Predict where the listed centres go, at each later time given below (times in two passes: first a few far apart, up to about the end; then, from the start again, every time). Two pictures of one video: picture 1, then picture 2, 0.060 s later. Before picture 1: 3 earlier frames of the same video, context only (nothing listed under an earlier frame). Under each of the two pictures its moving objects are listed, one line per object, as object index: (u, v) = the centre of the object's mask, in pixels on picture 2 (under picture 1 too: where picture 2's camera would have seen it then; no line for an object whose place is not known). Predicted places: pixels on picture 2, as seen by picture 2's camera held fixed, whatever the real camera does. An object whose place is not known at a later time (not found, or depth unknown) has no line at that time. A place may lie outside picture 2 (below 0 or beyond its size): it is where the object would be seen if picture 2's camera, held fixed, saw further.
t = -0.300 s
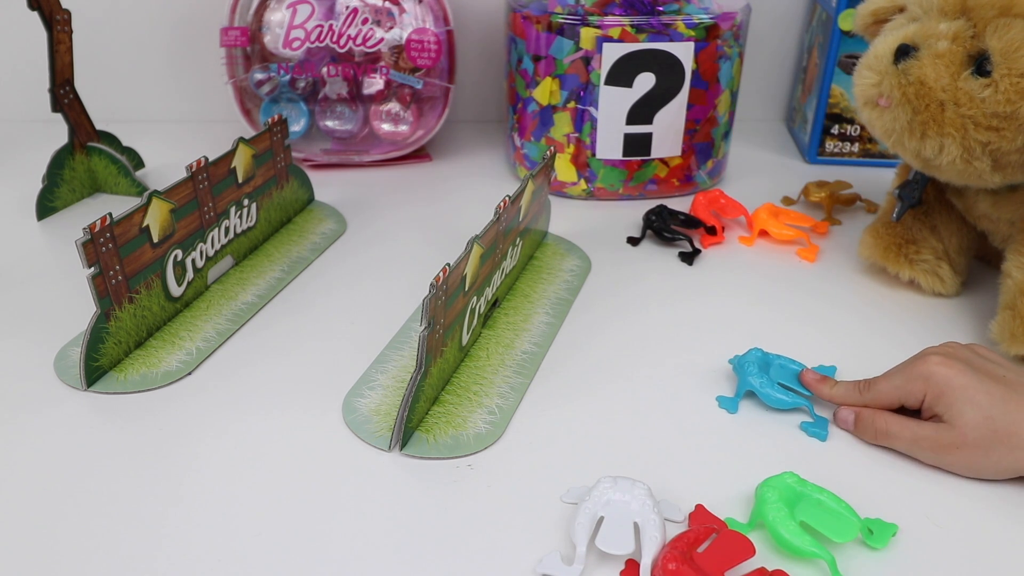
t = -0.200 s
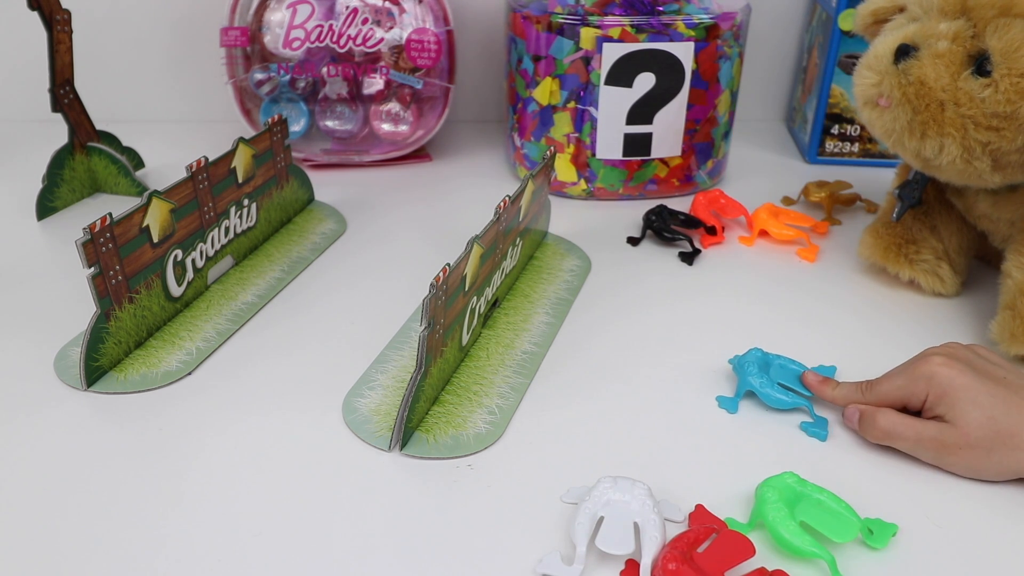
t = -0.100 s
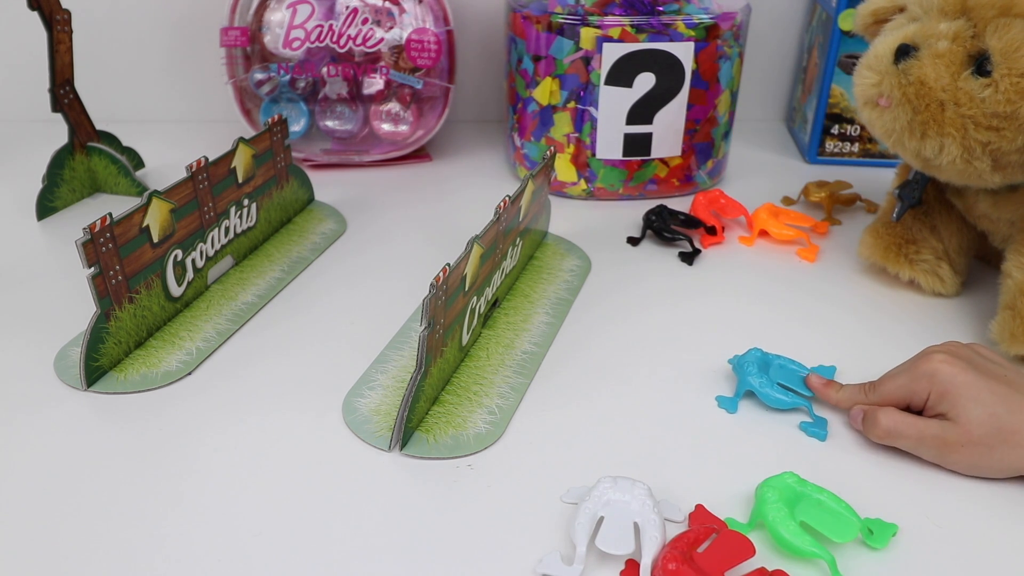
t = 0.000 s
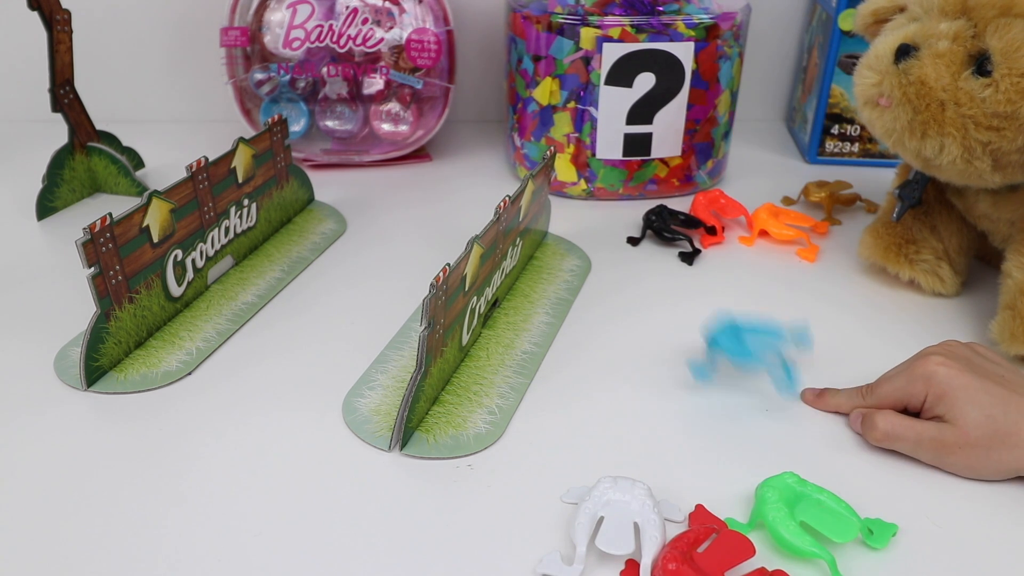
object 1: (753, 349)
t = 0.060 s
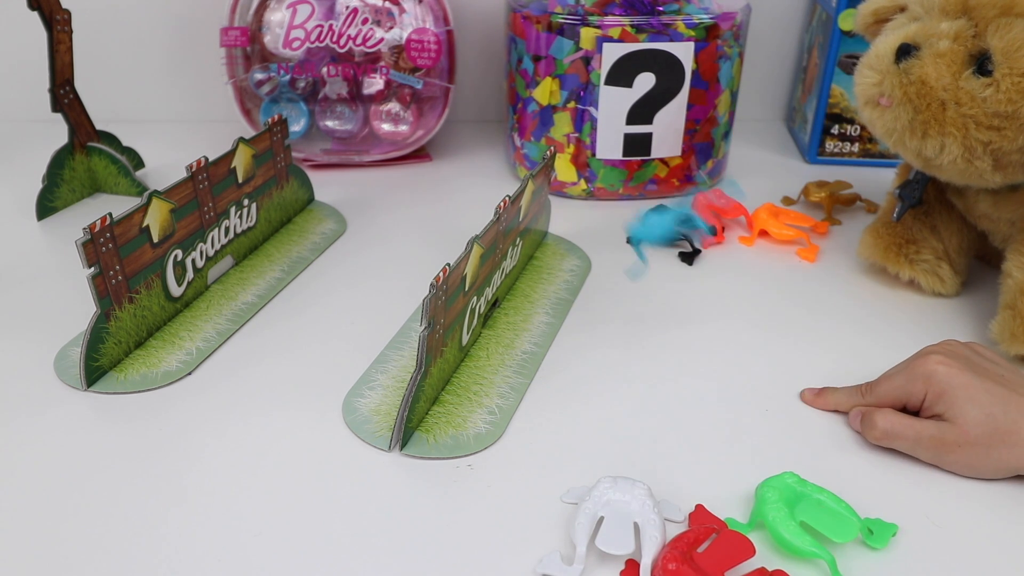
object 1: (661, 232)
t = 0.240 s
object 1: (402, 219)
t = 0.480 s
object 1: (266, 253)
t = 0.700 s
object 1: (319, 295)
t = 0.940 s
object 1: (322, 296)
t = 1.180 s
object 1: (322, 296)
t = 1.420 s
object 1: (322, 296)
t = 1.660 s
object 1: (322, 296)
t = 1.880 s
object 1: (322, 296)
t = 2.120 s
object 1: (322, 296)
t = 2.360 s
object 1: (322, 296)
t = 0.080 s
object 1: (635, 198)
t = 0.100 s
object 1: (603, 184)
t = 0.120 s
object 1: (576, 164)
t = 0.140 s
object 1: (545, 153)
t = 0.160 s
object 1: (515, 153)
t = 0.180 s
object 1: (489, 150)
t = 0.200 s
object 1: (457, 166)
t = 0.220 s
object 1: (427, 197)
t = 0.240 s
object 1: (402, 219)
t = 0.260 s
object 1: (378, 253)
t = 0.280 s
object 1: (355, 293)
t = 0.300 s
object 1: (343, 288)
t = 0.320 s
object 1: (324, 264)
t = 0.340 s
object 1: (311, 244)
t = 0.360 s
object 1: (298, 229)
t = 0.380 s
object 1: (284, 222)
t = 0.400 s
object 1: (271, 218)
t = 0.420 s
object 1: (262, 221)
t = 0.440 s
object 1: (260, 229)
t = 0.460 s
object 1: (259, 242)
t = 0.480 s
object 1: (266, 253)
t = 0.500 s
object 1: (274, 265)
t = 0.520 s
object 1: (277, 271)
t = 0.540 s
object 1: (283, 275)
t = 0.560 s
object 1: (289, 278)
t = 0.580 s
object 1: (294, 282)
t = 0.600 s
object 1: (302, 287)
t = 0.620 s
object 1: (307, 289)
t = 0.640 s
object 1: (311, 291)
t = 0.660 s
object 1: (314, 294)
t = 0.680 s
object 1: (317, 295)
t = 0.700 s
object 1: (319, 295)
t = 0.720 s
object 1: (321, 296)
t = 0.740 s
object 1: (321, 296)
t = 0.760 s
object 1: (322, 296)
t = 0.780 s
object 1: (322, 296)
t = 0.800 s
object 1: (322, 296)
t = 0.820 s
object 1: (322, 296)
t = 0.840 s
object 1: (322, 296)
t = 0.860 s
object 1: (322, 296)
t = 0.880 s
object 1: (322, 296)
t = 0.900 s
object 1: (322, 296)
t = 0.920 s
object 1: (322, 296)
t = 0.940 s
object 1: (322, 296)
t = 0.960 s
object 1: (322, 296)
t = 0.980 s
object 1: (322, 296)
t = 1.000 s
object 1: (322, 296)
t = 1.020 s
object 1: (322, 296)
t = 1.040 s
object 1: (322, 296)
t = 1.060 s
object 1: (322, 296)
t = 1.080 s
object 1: (322, 296)
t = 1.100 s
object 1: (322, 296)
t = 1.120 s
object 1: (322, 296)
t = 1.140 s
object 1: (322, 296)
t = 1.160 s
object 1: (322, 296)
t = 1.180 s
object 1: (322, 296)
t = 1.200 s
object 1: (322, 296)
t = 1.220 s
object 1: (322, 296)
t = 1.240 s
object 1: (322, 296)
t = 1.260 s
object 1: (322, 296)
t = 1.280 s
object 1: (322, 296)
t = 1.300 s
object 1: (322, 296)
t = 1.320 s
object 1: (322, 296)
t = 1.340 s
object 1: (322, 296)
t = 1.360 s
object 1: (322, 296)
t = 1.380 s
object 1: (322, 296)
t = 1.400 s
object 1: (322, 296)
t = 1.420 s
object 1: (322, 296)
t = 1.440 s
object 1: (322, 296)
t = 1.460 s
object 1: (322, 296)
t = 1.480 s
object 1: (322, 296)
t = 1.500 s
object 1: (322, 296)
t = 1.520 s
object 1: (322, 296)
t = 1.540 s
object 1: (322, 296)
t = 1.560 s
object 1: (322, 296)
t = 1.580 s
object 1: (322, 296)
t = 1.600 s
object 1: (322, 296)
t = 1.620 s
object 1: (322, 296)
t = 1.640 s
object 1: (322, 296)
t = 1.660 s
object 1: (322, 296)
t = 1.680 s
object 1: (322, 296)
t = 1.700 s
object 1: (322, 296)
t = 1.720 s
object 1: (322, 296)
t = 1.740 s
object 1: (322, 296)
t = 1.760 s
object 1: (322, 296)
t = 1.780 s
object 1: (322, 296)
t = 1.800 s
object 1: (322, 296)
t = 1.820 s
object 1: (322, 296)
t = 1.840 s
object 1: (322, 296)
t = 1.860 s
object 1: (322, 296)
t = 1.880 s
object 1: (322, 296)
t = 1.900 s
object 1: (322, 296)
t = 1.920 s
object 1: (322, 296)
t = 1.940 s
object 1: (322, 296)
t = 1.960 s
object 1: (322, 296)
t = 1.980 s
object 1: (322, 296)
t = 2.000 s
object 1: (322, 296)
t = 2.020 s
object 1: (322, 296)
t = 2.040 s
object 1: (322, 296)
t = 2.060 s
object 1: (322, 296)
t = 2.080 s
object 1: (322, 296)
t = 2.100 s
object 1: (322, 296)
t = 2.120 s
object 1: (322, 296)
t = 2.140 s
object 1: (322, 296)
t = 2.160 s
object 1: (322, 296)
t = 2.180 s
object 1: (322, 296)
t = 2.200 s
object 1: (322, 296)
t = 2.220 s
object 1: (322, 296)
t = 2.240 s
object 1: (322, 296)
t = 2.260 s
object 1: (322, 296)
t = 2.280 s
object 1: (322, 296)
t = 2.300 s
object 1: (322, 296)
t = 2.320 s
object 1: (322, 296)
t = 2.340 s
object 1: (322, 296)
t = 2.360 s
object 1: (322, 296)
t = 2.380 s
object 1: (322, 296)
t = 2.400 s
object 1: (322, 296)
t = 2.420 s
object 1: (322, 296)
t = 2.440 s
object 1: (322, 296)
